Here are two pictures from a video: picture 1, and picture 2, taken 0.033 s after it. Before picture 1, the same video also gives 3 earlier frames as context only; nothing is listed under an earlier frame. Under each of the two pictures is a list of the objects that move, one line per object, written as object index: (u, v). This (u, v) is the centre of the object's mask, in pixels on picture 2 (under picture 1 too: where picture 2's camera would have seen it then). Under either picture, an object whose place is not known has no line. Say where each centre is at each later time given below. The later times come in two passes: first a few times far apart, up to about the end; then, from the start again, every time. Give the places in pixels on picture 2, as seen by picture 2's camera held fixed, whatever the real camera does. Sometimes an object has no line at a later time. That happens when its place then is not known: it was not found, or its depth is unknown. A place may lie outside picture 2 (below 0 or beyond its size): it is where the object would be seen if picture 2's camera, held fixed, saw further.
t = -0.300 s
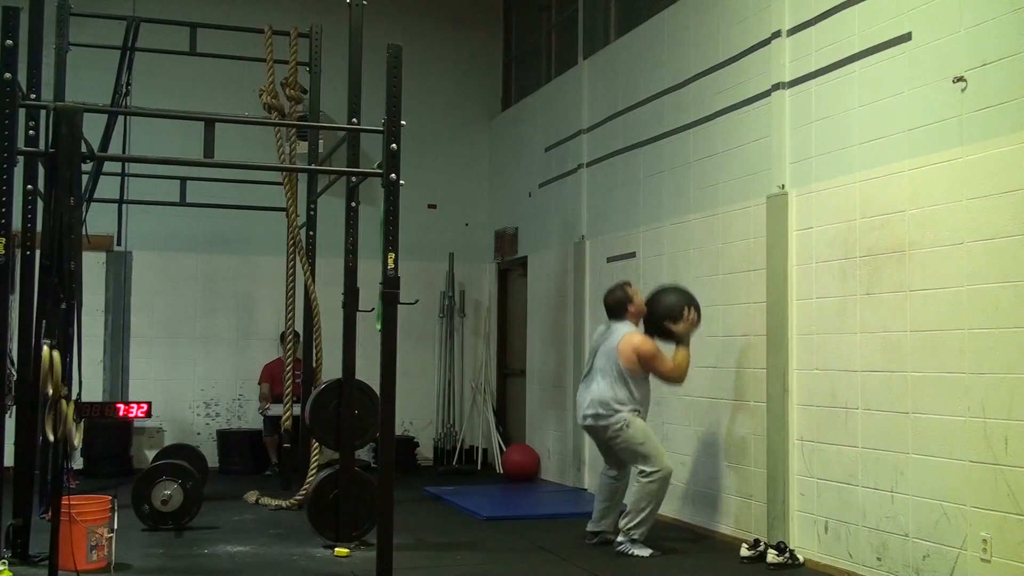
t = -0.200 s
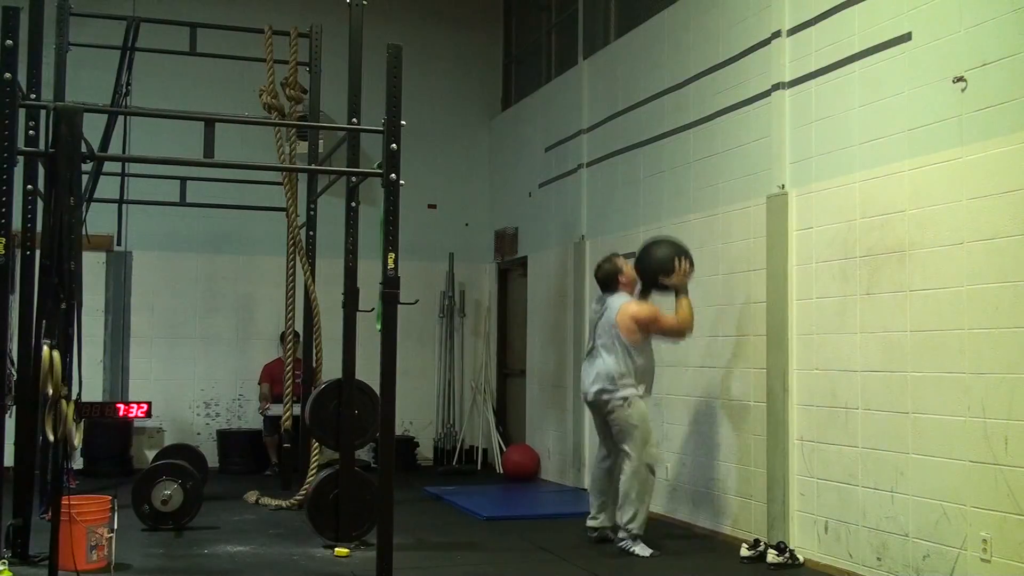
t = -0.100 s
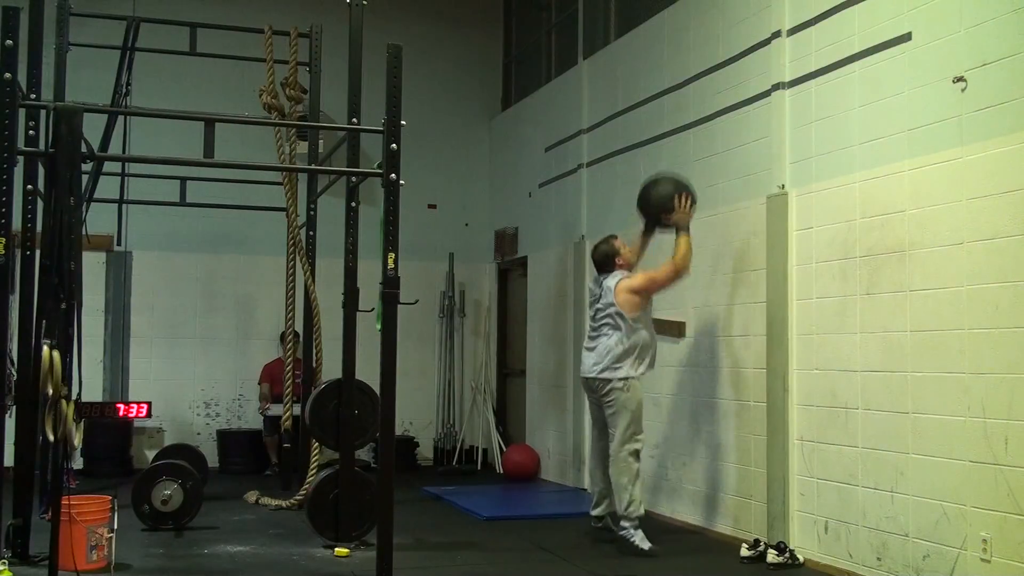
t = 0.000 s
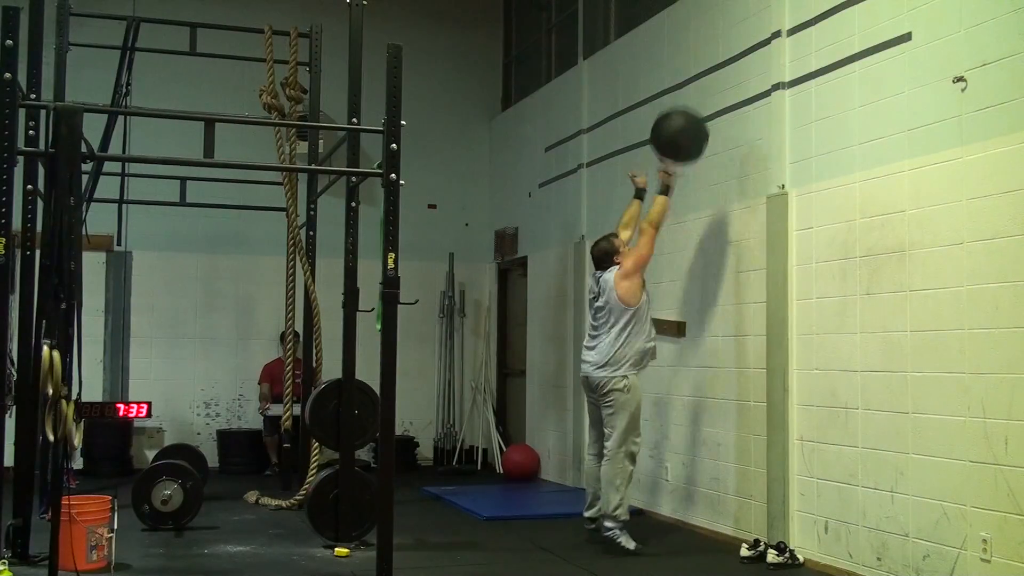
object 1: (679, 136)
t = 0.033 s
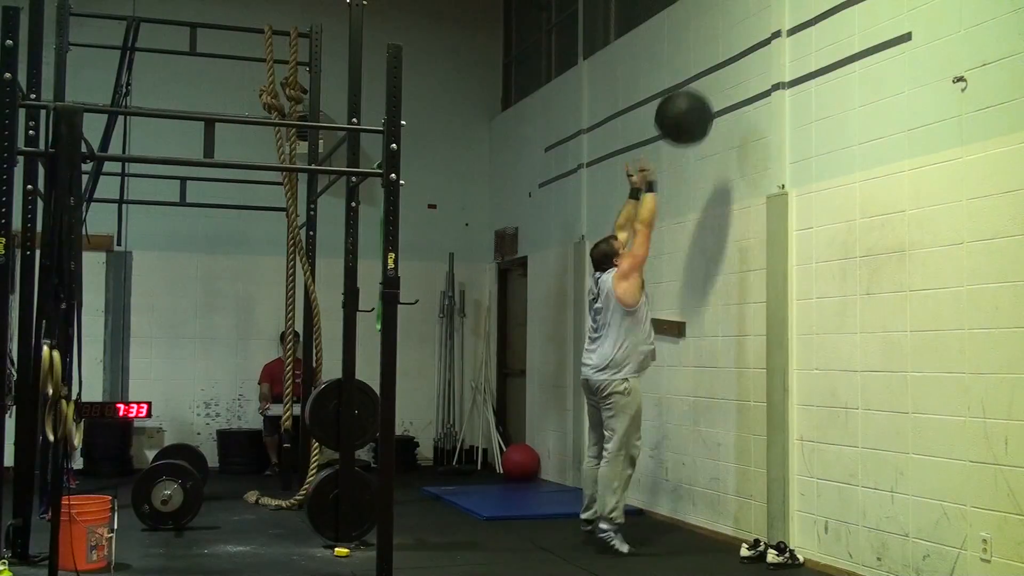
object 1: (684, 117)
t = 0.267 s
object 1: (718, 35)
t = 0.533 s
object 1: (710, 40)
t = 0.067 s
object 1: (688, 100)
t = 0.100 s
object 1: (693, 85)
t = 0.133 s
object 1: (698, 71)
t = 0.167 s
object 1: (702, 60)
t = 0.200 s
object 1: (707, 49)
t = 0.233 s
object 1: (711, 41)
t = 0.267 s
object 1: (718, 35)
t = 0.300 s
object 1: (722, 30)
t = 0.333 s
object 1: (725, 28)
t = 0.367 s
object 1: (724, 27)
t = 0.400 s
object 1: (722, 27)
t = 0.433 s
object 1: (718, 26)
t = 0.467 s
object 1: (715, 29)
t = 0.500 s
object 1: (712, 33)
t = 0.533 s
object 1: (710, 40)
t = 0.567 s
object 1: (707, 48)
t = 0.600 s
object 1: (704, 58)
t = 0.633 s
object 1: (702, 69)
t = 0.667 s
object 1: (699, 83)
